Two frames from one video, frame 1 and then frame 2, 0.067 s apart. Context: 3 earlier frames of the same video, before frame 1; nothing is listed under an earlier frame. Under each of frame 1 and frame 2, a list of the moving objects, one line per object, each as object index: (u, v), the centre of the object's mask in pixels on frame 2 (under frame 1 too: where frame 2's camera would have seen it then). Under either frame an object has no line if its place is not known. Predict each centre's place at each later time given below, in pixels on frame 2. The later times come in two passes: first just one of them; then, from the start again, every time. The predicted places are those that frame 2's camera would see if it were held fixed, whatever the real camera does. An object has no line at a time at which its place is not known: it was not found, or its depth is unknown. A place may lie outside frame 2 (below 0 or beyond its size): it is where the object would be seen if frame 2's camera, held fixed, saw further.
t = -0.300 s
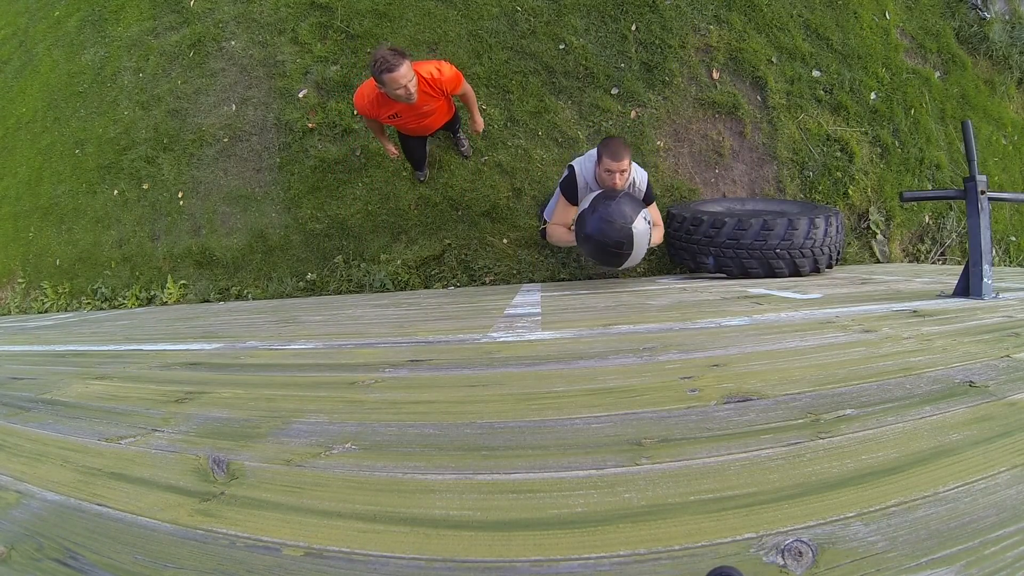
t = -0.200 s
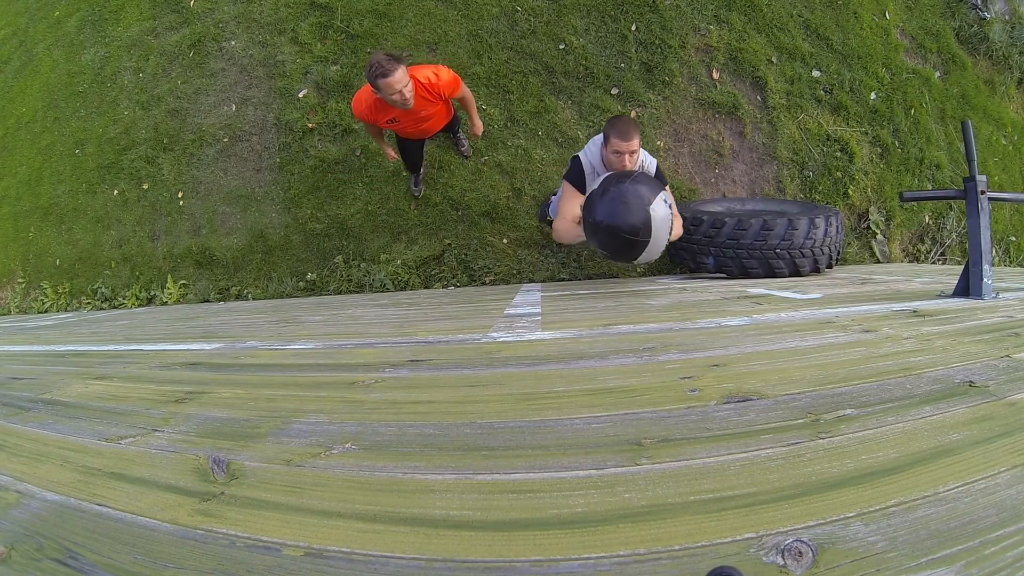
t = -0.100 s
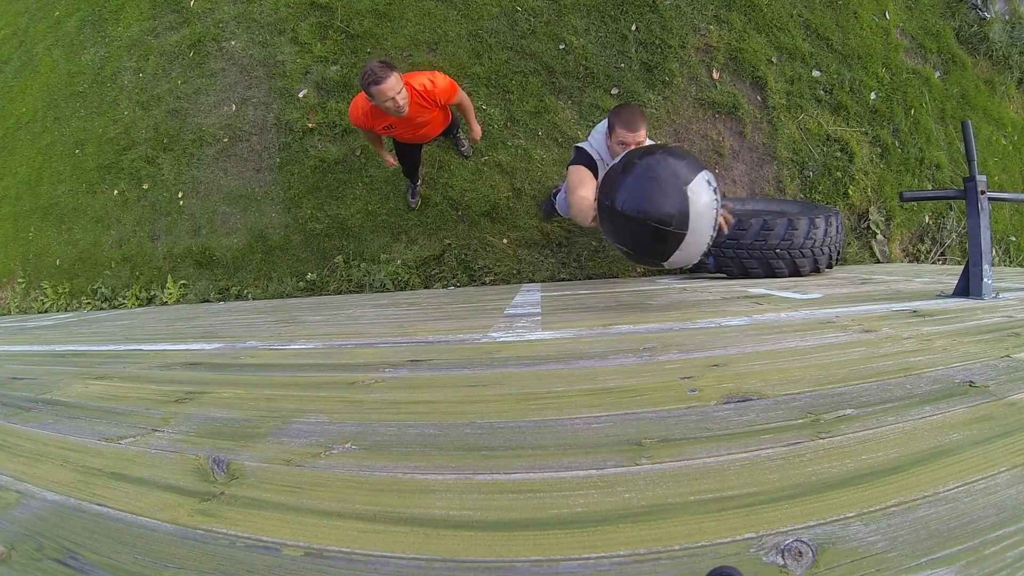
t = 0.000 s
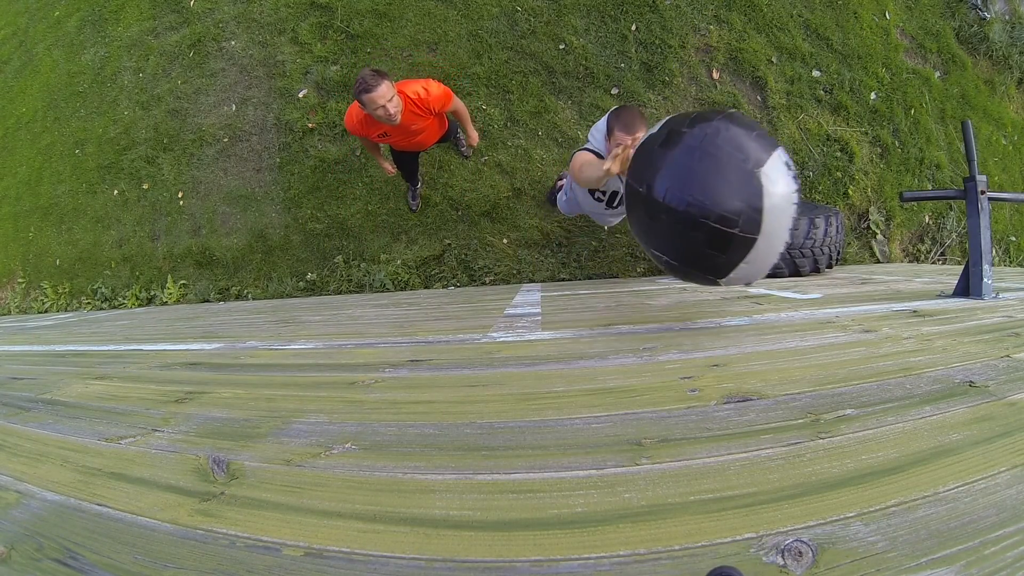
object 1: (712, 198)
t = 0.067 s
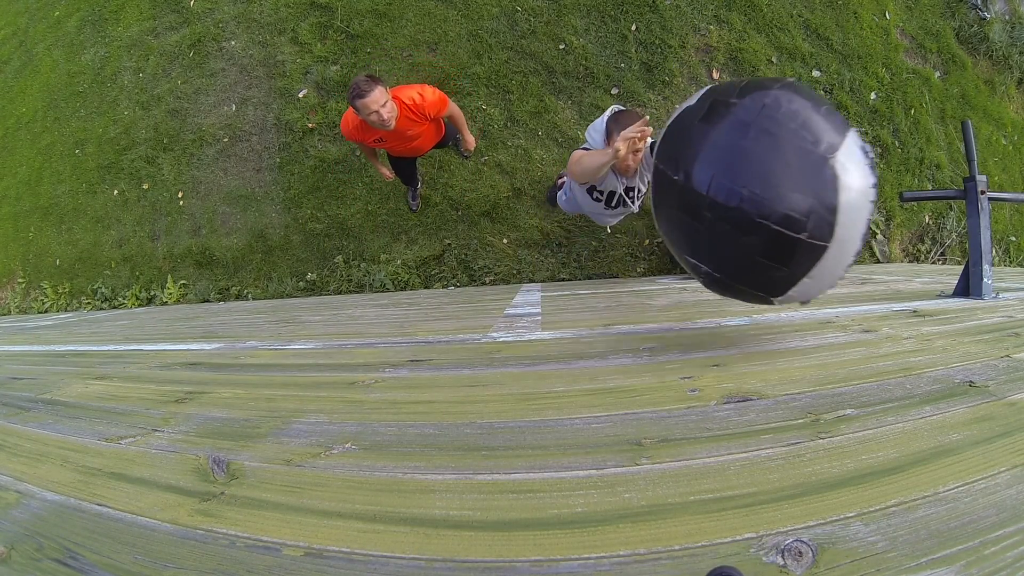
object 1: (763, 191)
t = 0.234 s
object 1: (898, 181)
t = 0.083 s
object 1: (777, 189)
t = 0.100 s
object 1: (793, 187)
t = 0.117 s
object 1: (810, 186)
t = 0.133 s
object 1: (827, 184)
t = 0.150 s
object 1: (845, 182)
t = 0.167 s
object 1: (864, 180)
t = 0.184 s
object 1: (876, 179)
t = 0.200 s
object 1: (885, 178)
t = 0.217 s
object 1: (892, 178)
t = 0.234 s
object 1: (898, 181)
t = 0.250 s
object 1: (903, 184)
